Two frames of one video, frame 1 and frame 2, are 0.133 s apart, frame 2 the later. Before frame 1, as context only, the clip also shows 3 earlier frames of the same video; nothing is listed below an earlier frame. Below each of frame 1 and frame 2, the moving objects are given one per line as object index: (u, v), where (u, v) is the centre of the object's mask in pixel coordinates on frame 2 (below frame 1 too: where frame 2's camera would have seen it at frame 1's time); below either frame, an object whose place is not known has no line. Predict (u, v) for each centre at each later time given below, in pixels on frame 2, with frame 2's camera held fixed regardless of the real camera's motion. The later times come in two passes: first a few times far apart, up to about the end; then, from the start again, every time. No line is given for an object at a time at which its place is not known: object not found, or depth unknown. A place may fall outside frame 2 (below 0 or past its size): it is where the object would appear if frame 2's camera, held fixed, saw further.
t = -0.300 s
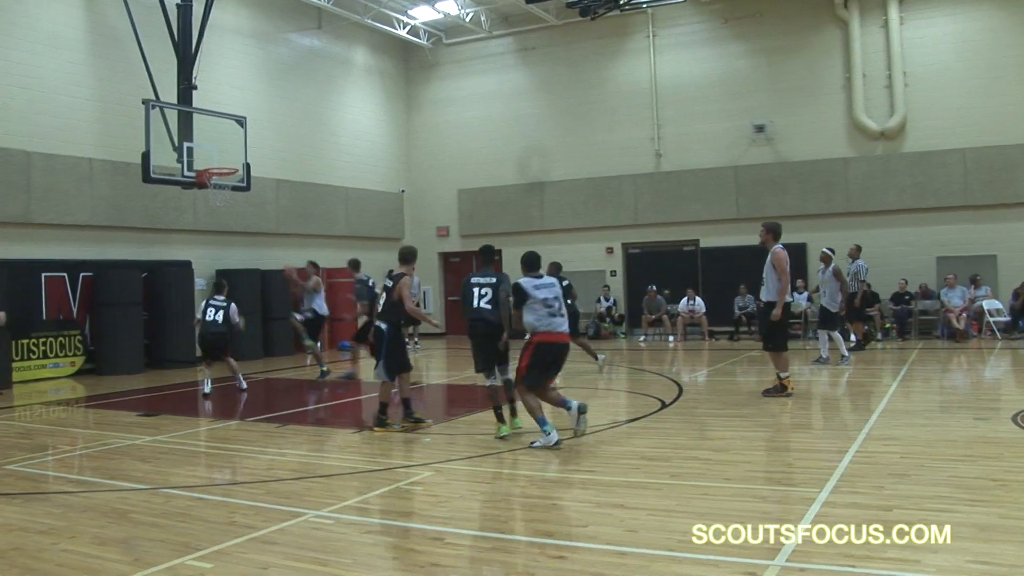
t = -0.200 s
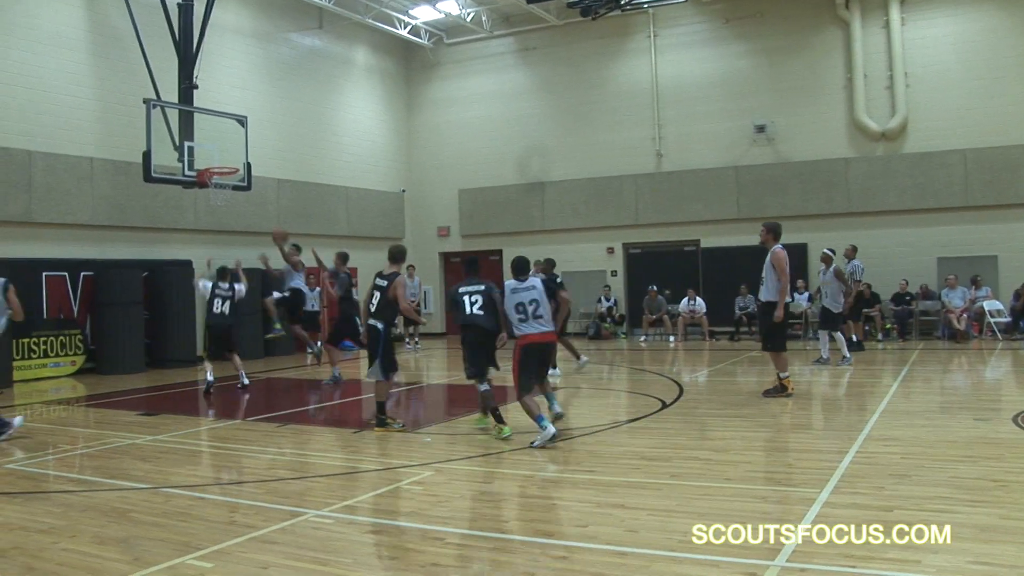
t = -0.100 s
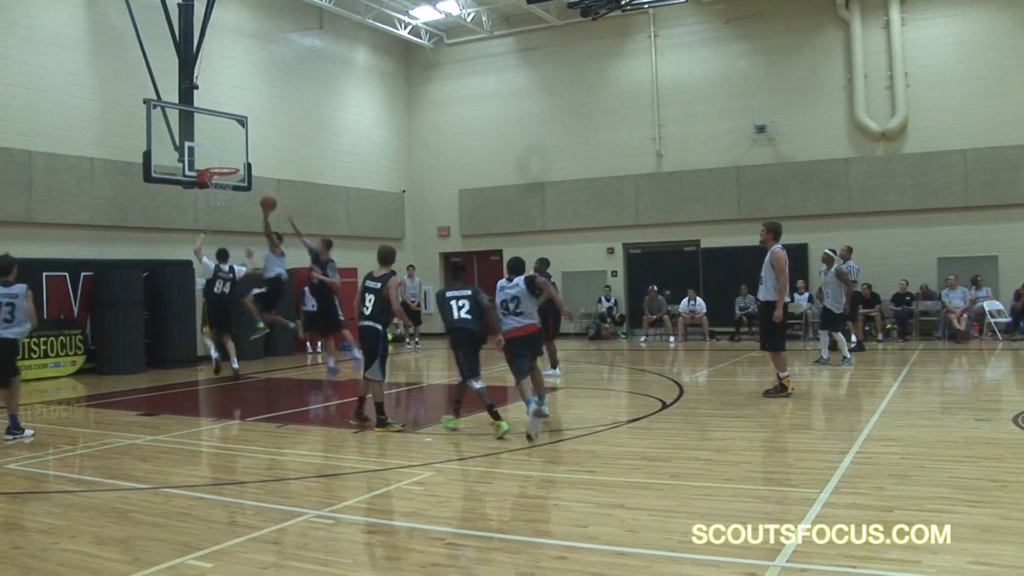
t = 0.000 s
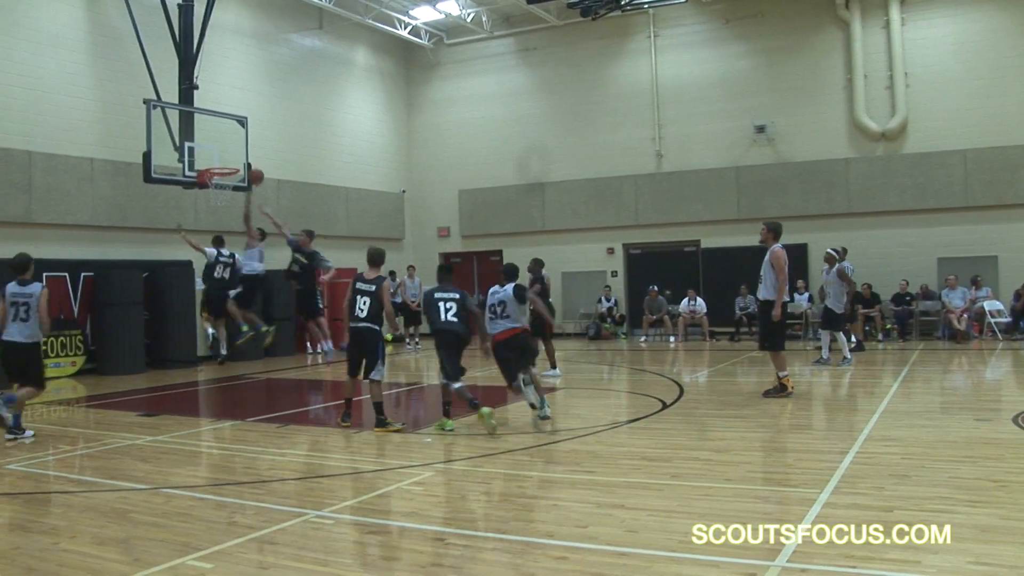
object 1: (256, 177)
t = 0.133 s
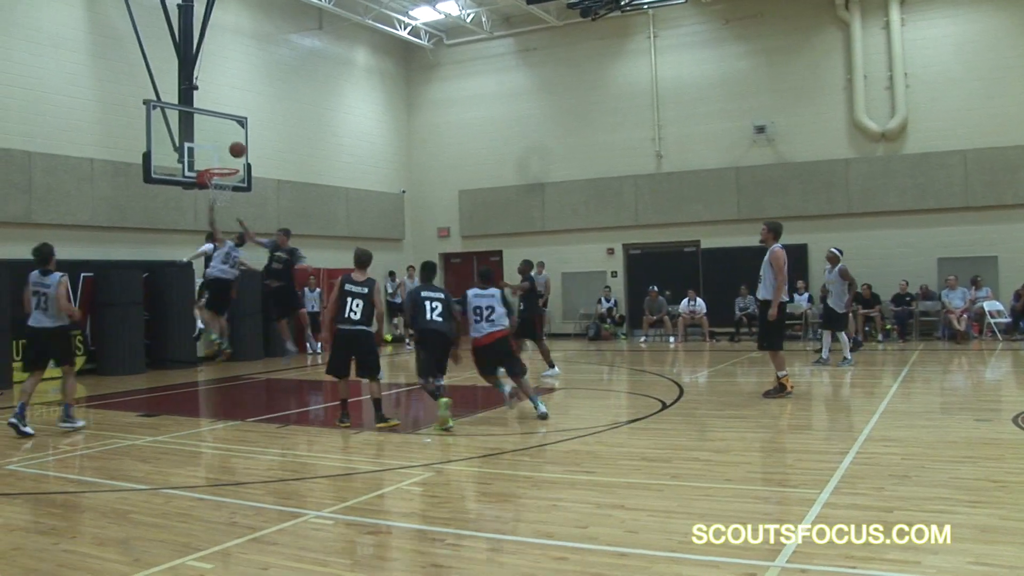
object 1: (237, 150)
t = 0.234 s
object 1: (226, 138)
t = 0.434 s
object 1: (223, 148)
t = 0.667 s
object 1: (220, 194)
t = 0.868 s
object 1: (220, 257)
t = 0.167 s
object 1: (233, 145)
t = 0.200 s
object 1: (229, 141)
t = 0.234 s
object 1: (226, 138)
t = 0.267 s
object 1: (225, 138)
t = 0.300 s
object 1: (224, 139)
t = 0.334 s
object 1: (224, 140)
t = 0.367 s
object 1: (223, 142)
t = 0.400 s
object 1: (223, 145)
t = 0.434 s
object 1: (223, 148)
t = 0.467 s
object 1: (222, 153)
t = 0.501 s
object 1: (221, 158)
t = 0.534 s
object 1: (221, 163)
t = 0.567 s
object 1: (221, 171)
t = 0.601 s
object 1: (220, 179)
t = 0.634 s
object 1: (221, 187)
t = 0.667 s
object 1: (220, 194)
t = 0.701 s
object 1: (220, 204)
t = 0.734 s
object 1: (220, 213)
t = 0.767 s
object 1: (219, 223)
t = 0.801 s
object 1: (220, 234)
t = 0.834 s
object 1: (220, 245)
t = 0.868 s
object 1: (220, 257)
